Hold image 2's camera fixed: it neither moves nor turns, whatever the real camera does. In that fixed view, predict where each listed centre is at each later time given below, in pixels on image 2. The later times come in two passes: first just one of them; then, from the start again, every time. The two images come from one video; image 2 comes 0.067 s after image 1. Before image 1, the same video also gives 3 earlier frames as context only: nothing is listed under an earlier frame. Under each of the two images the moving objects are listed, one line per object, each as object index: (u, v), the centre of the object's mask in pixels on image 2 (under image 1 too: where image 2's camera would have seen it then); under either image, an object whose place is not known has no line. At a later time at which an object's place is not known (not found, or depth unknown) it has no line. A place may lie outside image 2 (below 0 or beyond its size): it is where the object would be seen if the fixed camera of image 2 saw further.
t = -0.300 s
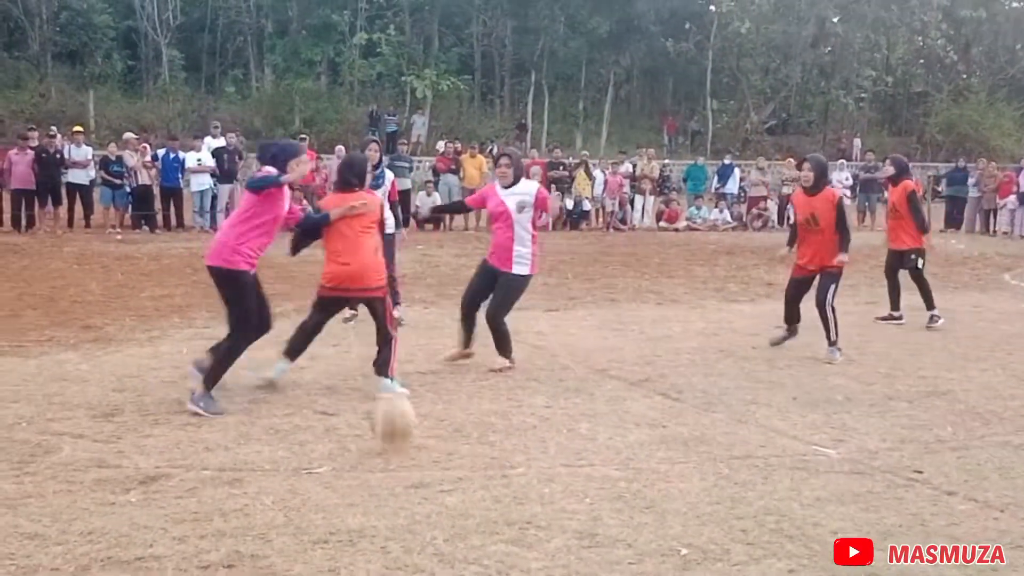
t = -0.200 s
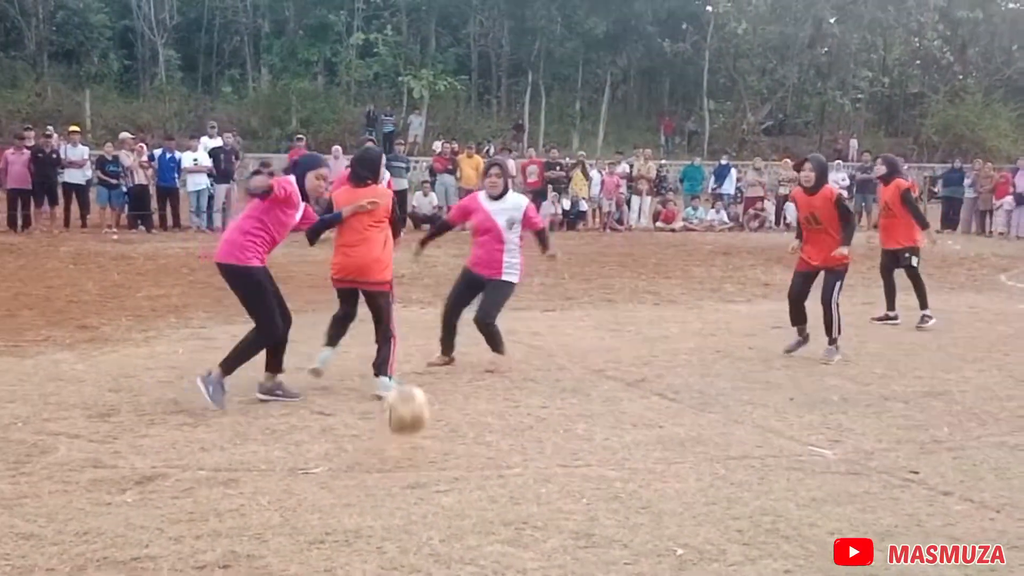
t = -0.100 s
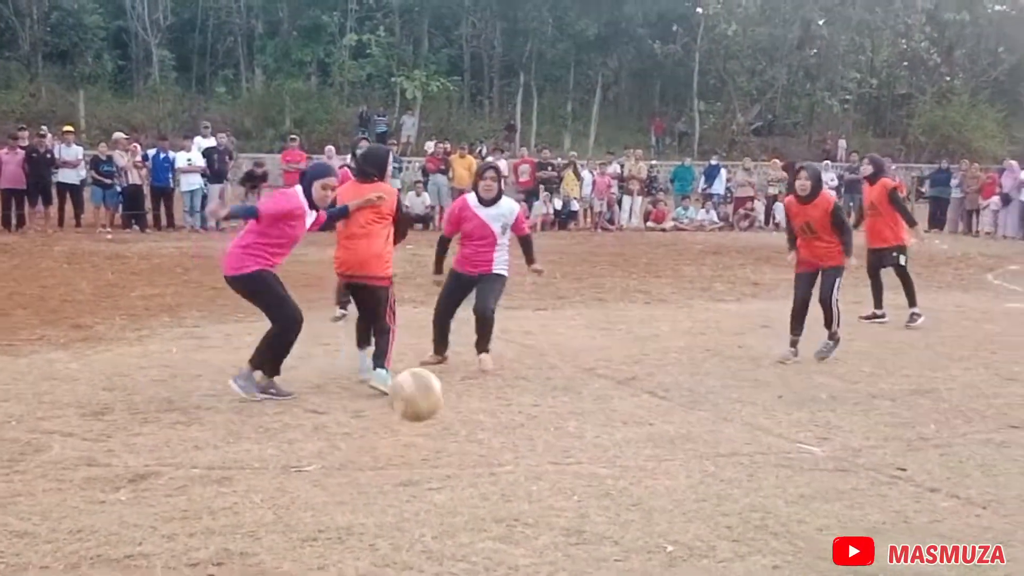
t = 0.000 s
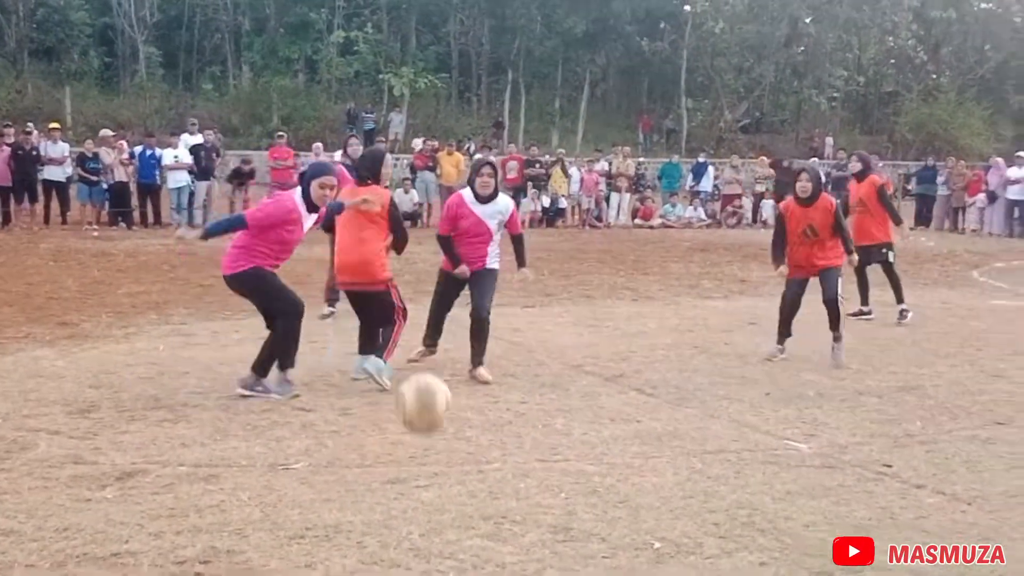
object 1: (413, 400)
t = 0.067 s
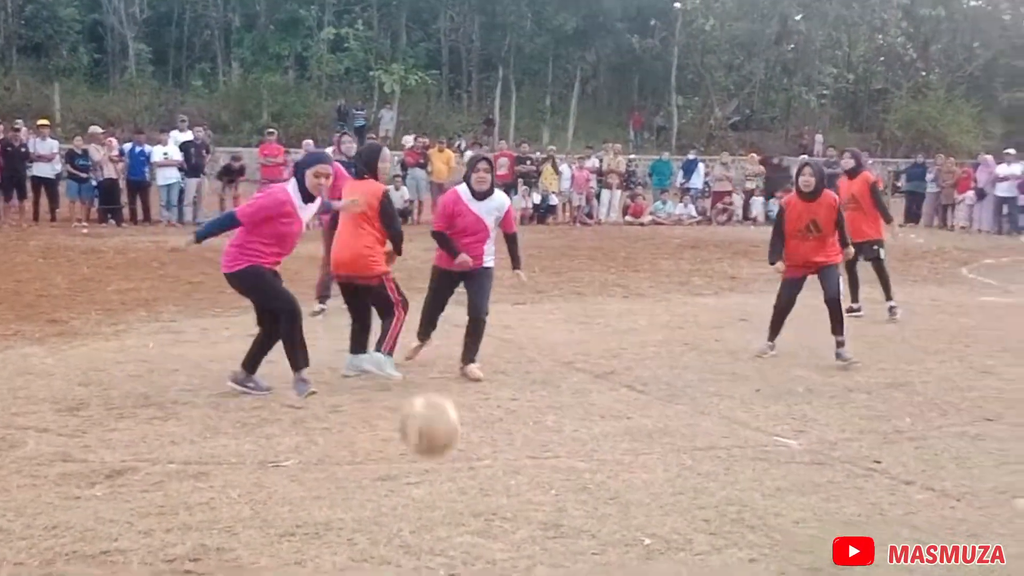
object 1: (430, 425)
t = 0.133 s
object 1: (447, 466)
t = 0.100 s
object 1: (437, 443)
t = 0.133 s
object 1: (447, 466)
